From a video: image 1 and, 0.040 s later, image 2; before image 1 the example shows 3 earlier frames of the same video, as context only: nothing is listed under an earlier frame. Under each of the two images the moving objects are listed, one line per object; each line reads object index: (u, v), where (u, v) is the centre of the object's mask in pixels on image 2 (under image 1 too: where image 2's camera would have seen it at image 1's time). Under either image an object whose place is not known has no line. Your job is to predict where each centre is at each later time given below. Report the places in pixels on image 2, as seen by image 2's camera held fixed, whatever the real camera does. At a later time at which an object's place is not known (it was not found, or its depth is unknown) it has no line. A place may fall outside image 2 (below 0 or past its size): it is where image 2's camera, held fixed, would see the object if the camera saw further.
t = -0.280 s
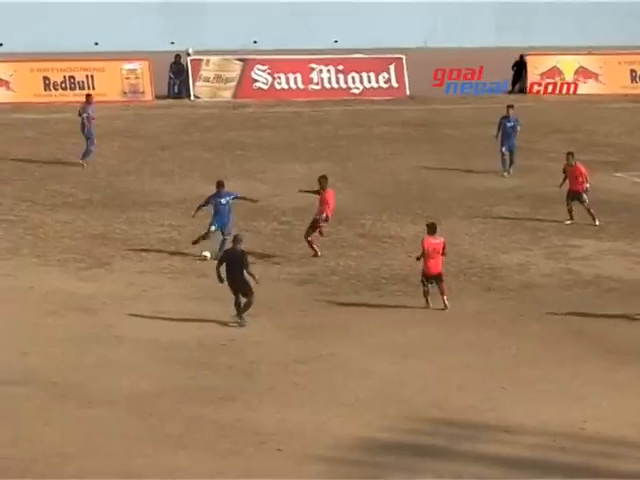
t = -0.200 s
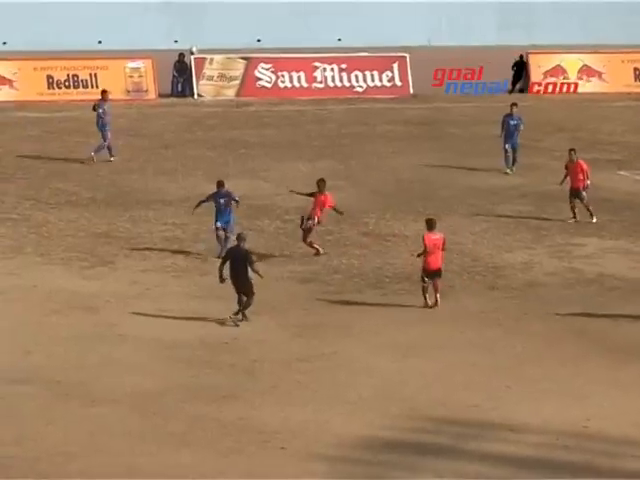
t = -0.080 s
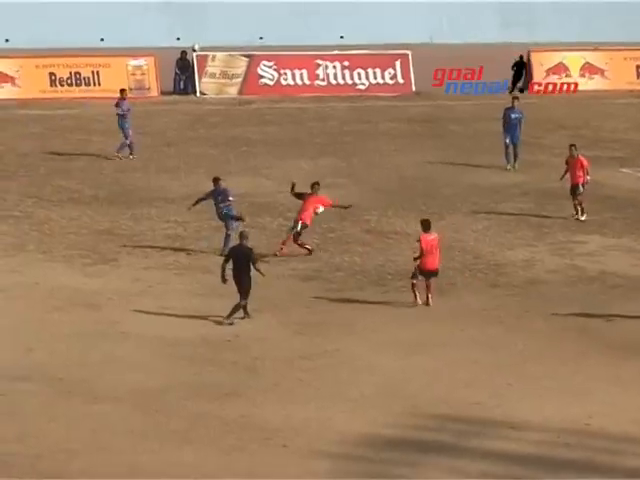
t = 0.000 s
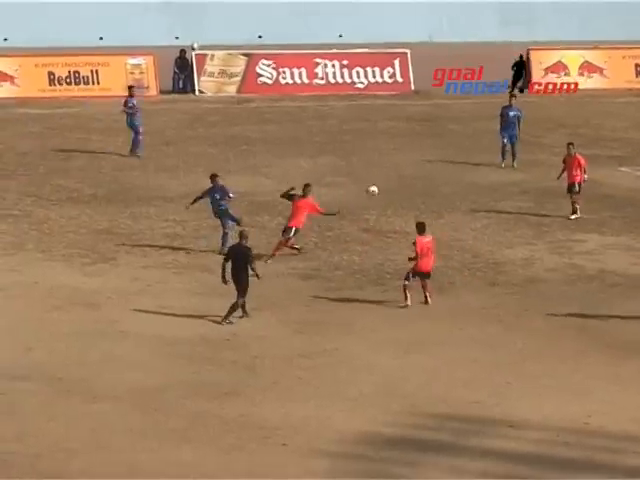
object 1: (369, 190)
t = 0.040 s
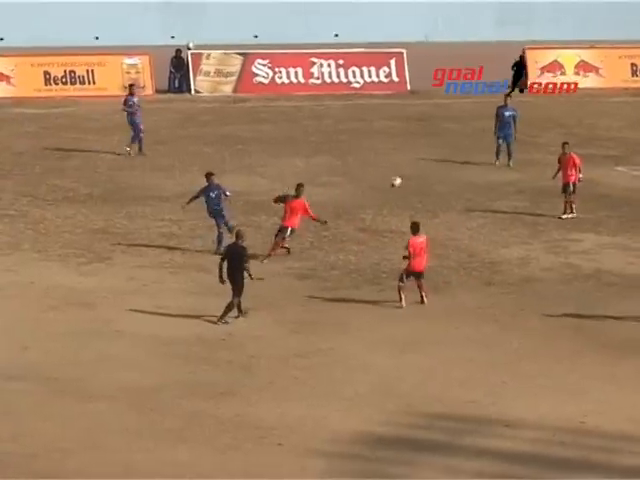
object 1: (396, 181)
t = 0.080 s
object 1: (421, 174)
